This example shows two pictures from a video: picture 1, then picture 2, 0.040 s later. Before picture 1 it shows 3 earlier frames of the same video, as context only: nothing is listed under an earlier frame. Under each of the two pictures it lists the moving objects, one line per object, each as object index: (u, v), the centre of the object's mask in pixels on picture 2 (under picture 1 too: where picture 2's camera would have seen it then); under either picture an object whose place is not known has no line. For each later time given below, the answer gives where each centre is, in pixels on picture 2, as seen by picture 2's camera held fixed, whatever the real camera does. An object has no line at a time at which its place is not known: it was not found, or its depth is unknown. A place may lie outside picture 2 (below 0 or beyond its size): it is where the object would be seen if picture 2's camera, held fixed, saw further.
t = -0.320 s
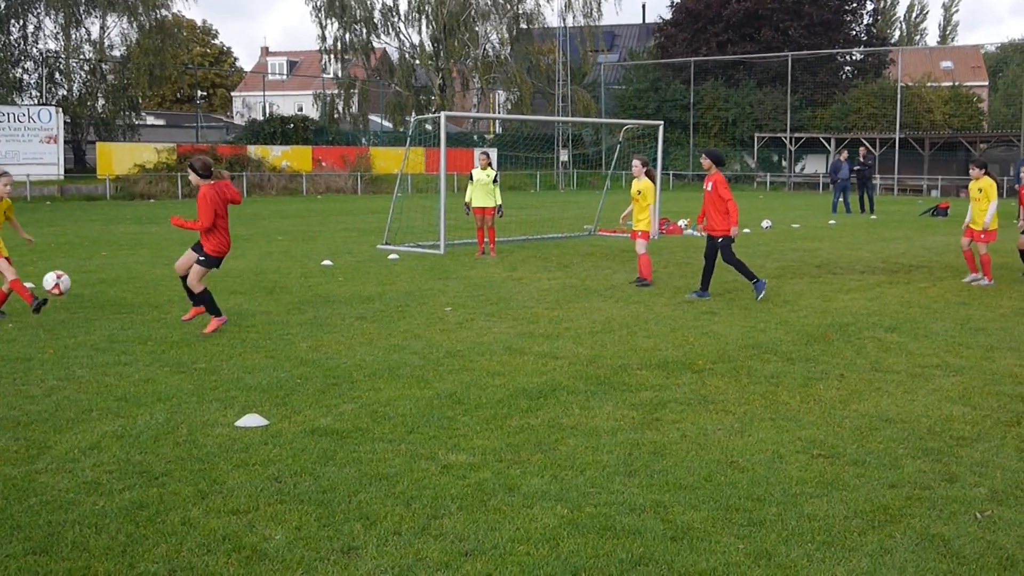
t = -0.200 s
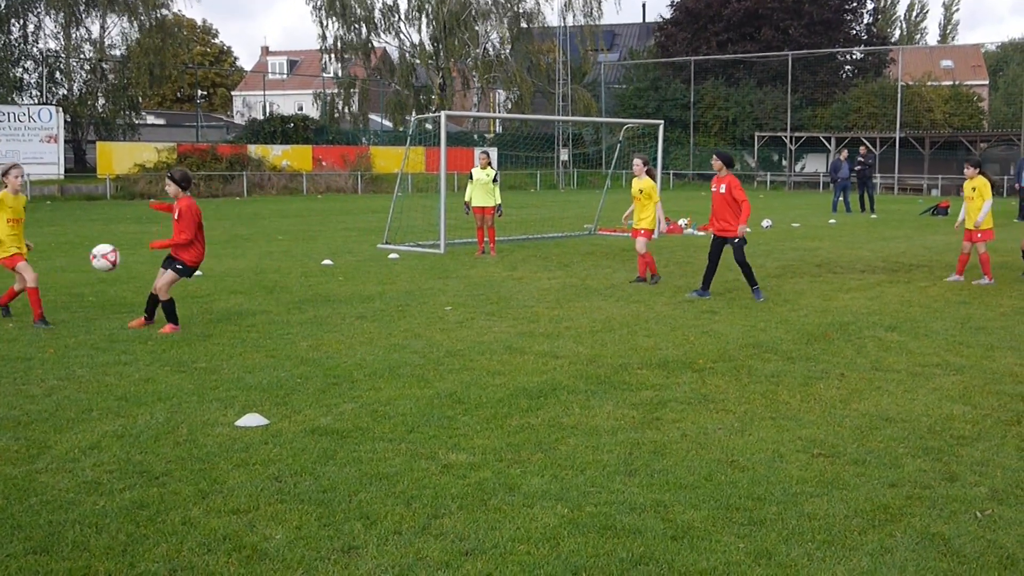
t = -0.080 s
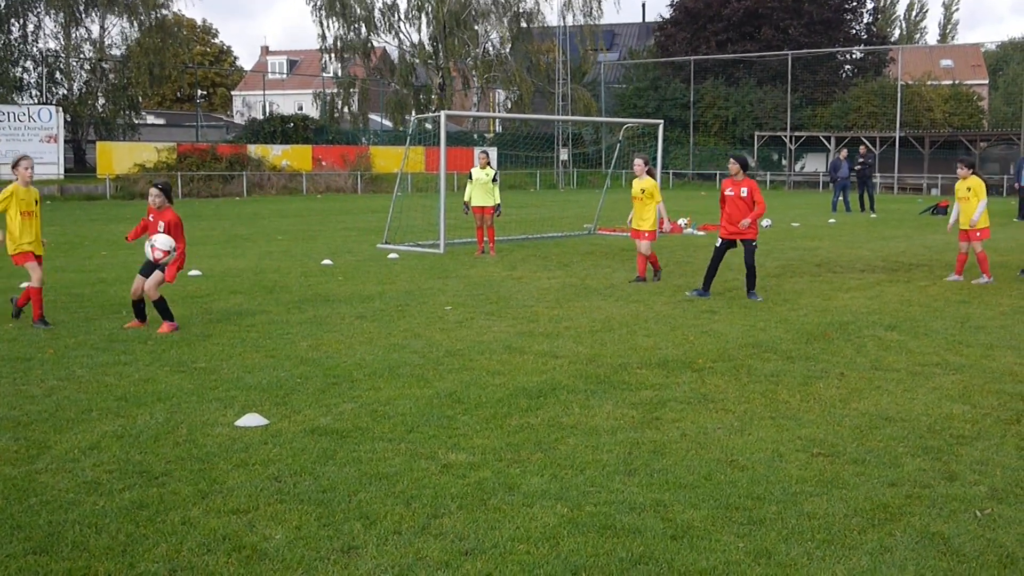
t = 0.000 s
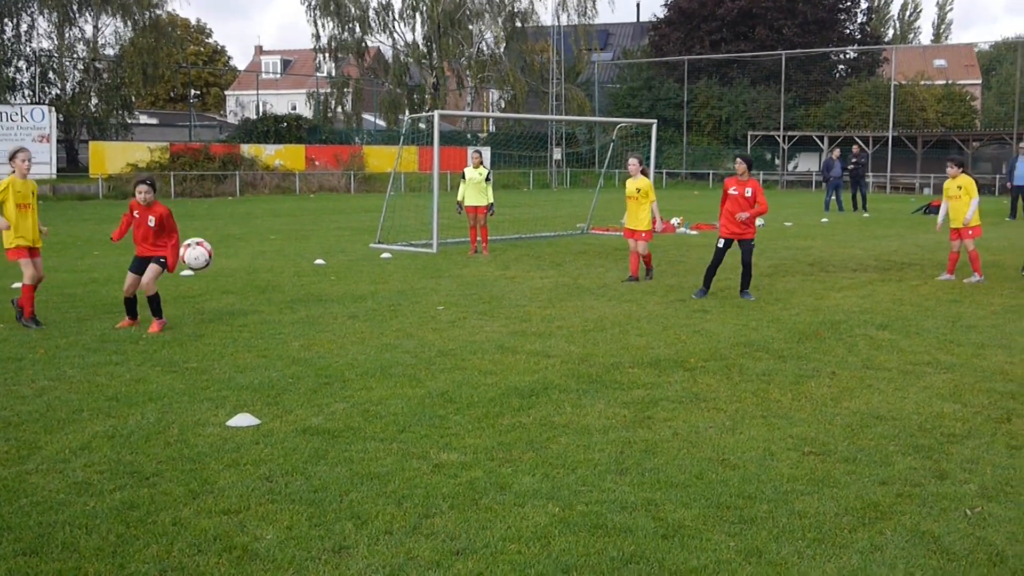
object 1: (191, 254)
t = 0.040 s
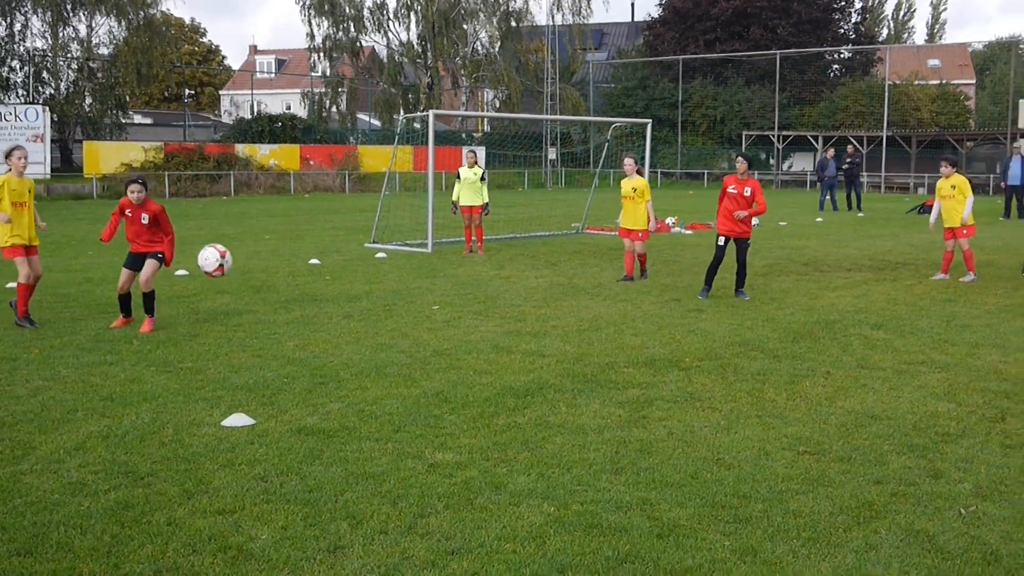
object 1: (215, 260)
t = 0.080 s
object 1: (239, 270)
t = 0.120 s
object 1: (264, 283)
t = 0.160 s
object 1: (292, 300)
